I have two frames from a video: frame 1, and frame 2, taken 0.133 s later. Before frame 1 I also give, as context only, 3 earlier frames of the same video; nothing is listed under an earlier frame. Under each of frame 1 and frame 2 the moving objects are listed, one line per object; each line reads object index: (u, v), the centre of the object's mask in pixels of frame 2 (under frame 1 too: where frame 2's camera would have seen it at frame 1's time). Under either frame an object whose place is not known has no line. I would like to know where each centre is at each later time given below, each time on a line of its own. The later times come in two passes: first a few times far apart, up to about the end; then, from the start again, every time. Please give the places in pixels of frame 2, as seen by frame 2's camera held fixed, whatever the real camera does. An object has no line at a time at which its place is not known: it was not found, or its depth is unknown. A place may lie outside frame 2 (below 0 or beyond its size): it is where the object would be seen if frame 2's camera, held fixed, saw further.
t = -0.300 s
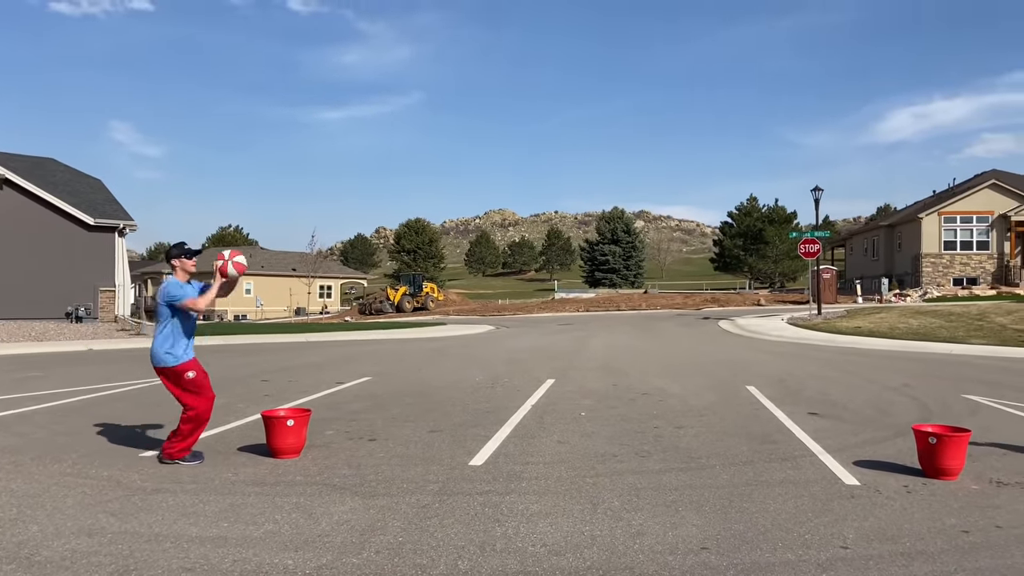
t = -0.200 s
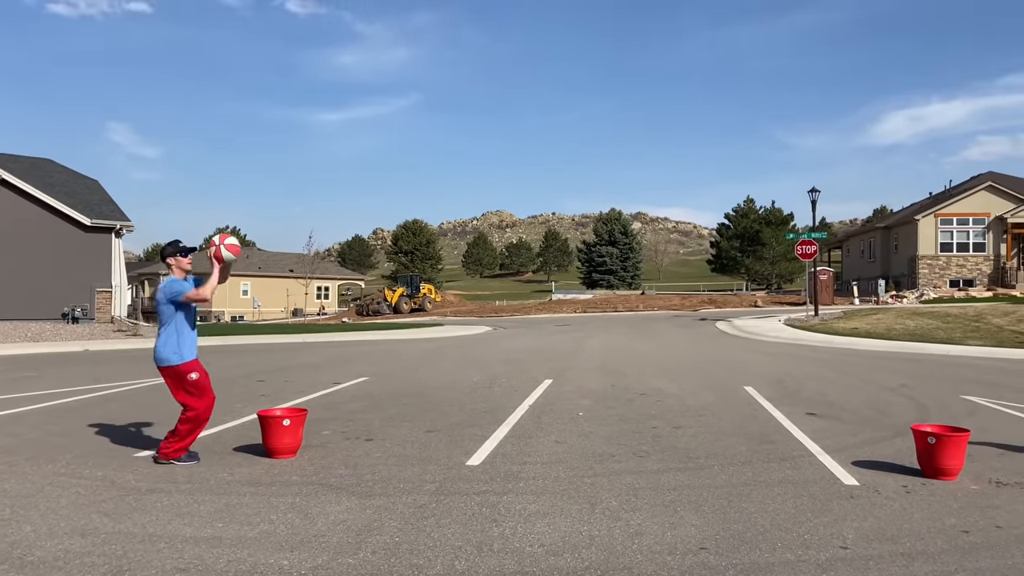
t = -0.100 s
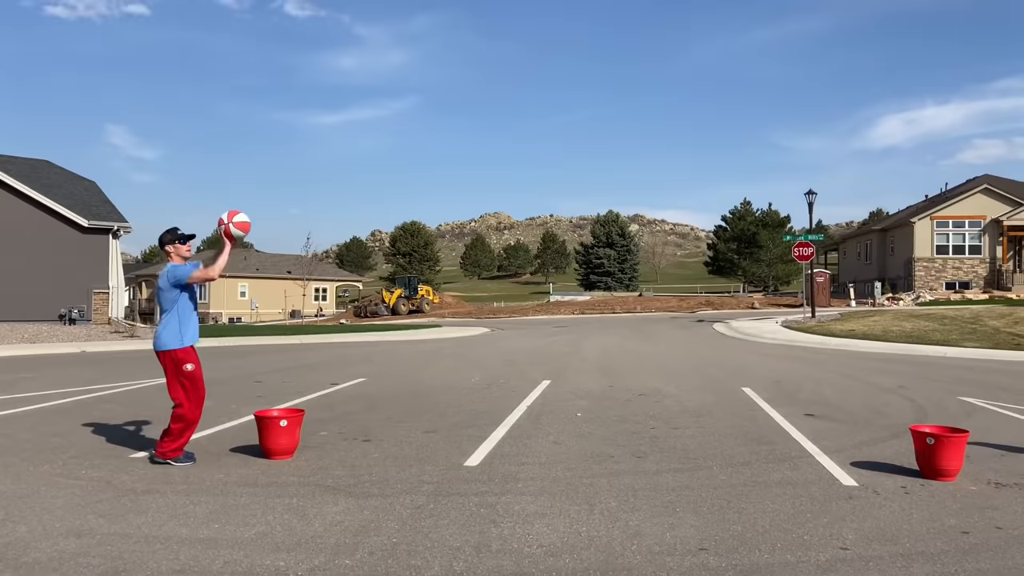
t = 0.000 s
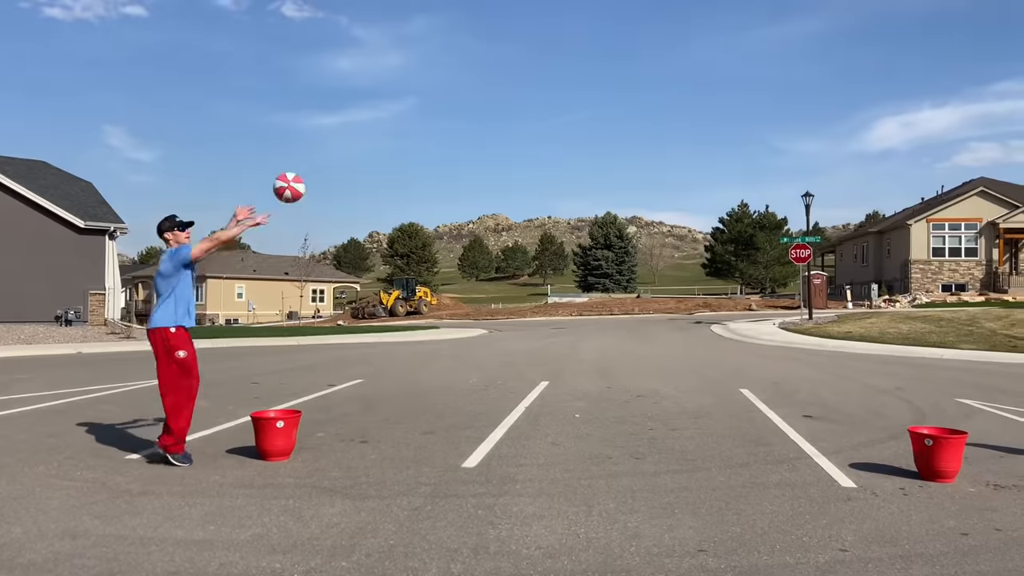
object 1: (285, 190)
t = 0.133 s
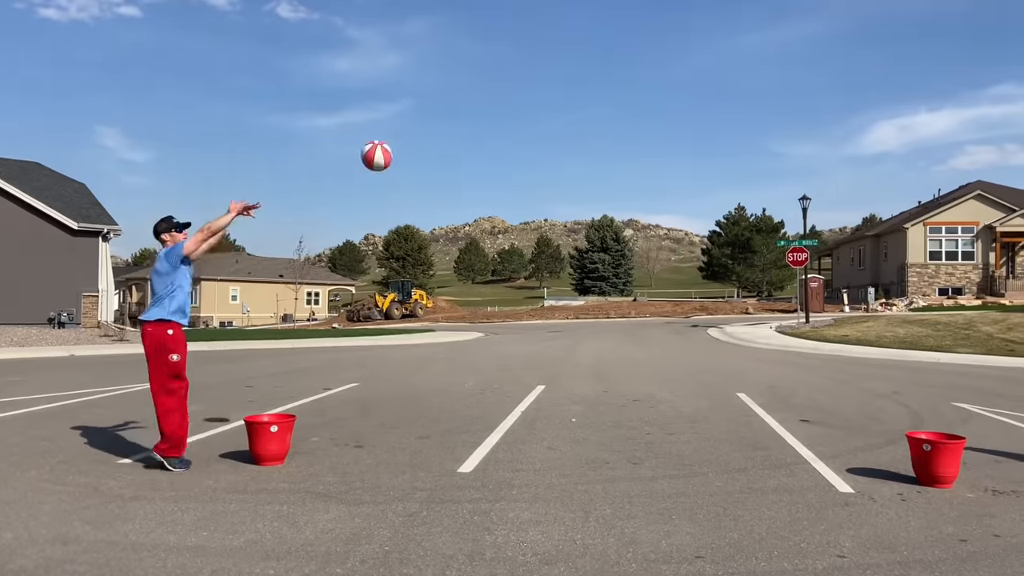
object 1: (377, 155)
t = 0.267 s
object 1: (468, 146)
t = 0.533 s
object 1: (649, 195)
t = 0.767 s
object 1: (808, 312)
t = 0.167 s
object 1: (400, 151)
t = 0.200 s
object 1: (422, 148)
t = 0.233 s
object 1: (445, 146)
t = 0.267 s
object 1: (468, 146)
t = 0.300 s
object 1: (491, 147)
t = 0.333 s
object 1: (514, 150)
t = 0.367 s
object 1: (536, 154)
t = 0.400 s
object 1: (559, 159)
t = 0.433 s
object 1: (582, 166)
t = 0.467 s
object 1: (605, 174)
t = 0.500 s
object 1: (627, 183)
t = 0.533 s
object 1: (649, 195)
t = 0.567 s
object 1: (672, 207)
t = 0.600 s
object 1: (694, 221)
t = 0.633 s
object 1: (716, 236)
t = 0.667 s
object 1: (739, 254)
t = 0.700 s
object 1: (762, 271)
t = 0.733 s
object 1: (786, 291)
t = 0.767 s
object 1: (808, 312)
